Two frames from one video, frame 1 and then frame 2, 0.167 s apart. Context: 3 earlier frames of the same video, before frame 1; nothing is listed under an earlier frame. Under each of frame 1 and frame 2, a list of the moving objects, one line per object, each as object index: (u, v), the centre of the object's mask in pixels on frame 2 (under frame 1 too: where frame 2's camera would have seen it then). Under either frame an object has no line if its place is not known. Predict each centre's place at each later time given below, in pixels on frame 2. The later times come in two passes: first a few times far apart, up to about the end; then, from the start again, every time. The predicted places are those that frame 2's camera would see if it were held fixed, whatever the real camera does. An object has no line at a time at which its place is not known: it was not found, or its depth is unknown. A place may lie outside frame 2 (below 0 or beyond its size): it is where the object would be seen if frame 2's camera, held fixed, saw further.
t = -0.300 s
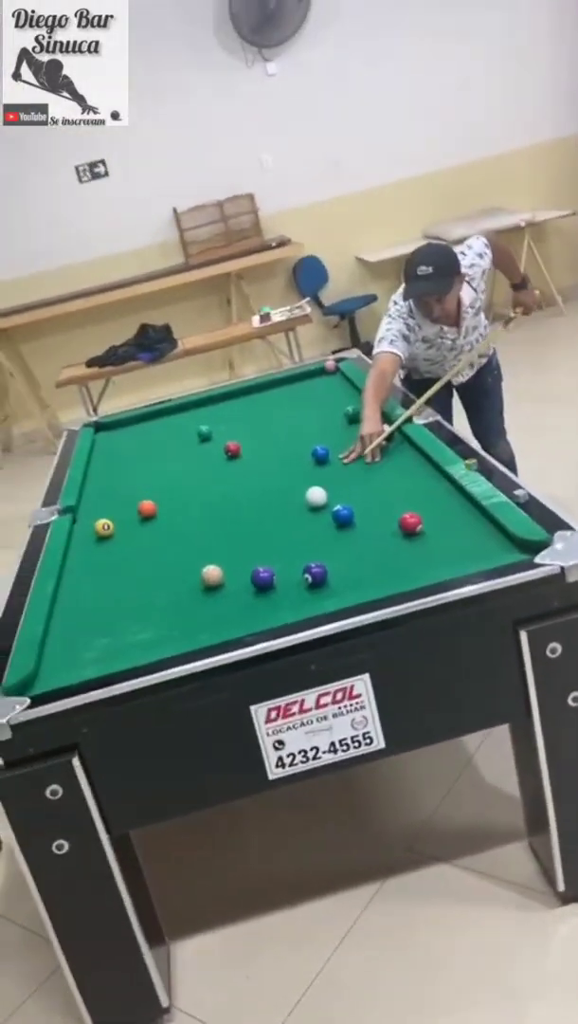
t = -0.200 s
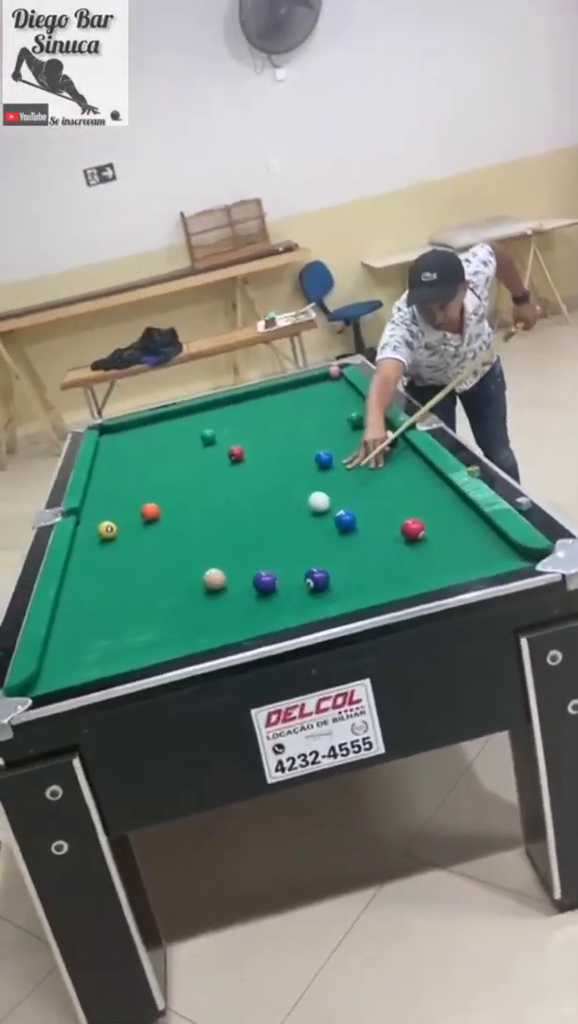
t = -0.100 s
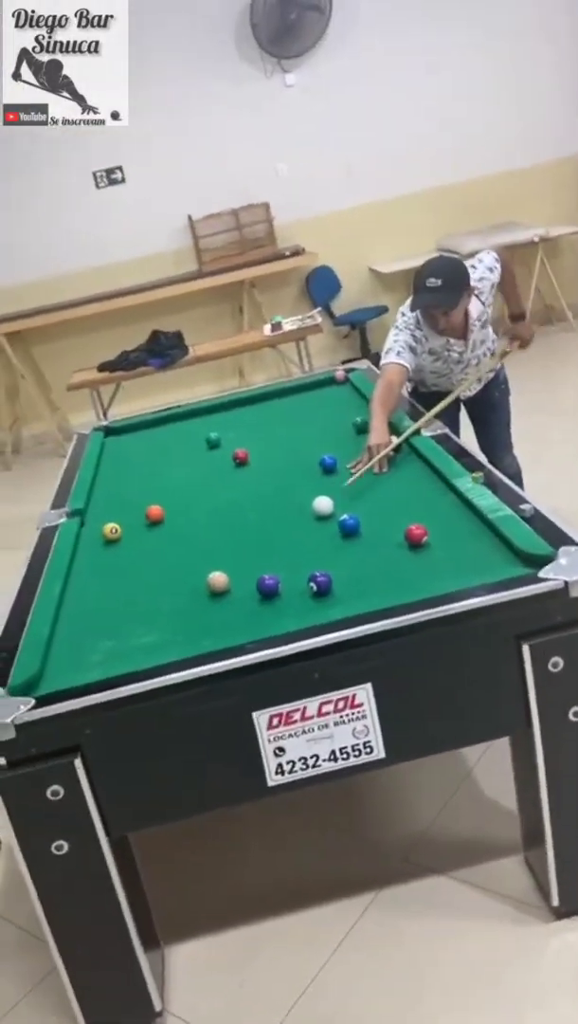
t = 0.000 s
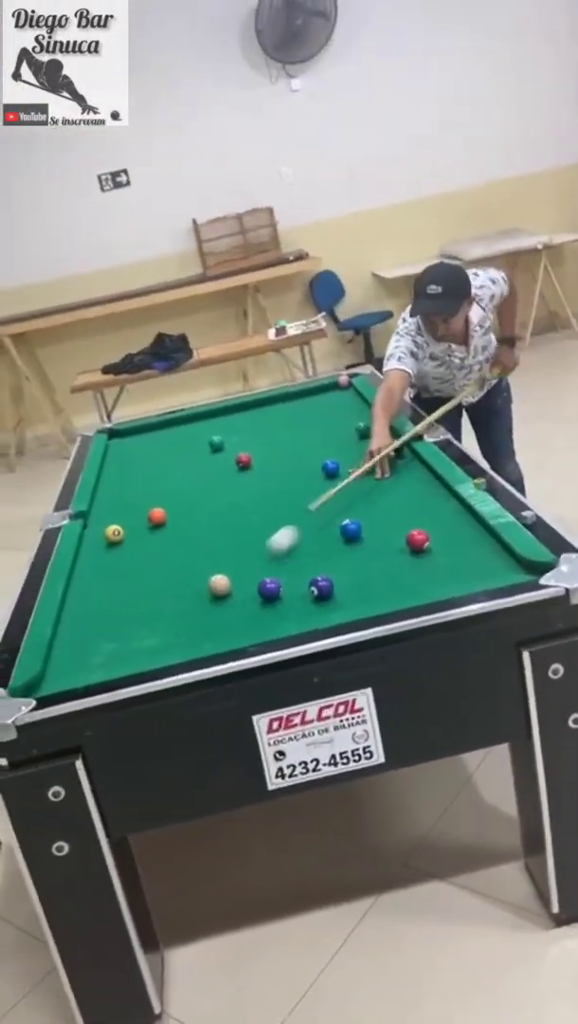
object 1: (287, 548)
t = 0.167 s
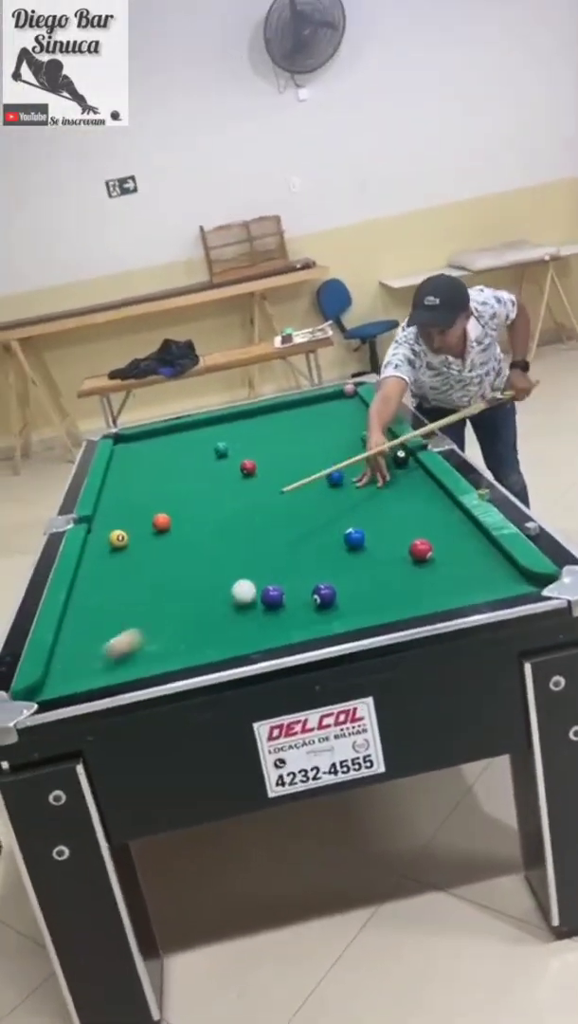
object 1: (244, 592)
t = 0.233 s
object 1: (242, 602)
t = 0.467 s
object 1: (210, 638)
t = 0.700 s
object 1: (185, 616)
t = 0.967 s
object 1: (162, 595)
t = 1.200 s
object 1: (145, 578)
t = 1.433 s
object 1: (130, 564)
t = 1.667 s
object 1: (117, 552)
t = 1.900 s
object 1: (103, 546)
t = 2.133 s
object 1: (95, 543)
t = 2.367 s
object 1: (105, 538)
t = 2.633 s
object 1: (114, 533)
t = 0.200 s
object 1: (243, 597)
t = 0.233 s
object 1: (242, 602)
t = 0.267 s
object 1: (239, 608)
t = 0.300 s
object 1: (235, 615)
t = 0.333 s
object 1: (230, 623)
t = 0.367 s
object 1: (225, 630)
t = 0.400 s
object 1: (219, 637)
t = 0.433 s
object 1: (213, 641)
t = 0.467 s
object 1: (210, 638)
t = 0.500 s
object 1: (206, 635)
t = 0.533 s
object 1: (203, 632)
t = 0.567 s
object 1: (199, 628)
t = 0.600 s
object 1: (196, 625)
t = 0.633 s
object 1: (192, 622)
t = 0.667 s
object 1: (189, 619)
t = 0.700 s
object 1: (185, 616)
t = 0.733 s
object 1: (182, 613)
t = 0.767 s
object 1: (179, 610)
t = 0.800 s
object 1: (176, 607)
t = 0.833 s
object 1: (173, 605)
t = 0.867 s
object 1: (170, 602)
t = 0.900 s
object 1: (168, 599)
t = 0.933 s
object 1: (165, 597)
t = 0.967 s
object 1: (162, 595)
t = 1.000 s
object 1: (159, 592)
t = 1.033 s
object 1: (157, 590)
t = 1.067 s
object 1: (154, 587)
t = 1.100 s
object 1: (152, 585)
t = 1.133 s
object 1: (149, 583)
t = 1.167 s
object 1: (147, 580)
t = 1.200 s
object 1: (145, 578)
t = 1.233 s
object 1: (142, 576)
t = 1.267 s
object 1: (140, 574)
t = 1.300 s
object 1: (138, 572)
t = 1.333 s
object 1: (136, 570)
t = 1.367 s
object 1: (134, 568)
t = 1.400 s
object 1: (132, 566)
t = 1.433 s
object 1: (130, 564)
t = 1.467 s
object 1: (128, 562)
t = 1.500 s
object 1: (126, 561)
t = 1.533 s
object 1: (124, 559)
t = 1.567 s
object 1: (123, 557)
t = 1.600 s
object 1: (121, 555)
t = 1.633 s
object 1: (119, 554)
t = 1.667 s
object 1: (117, 552)
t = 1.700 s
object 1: (115, 551)
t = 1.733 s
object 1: (113, 549)
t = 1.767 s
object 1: (112, 548)
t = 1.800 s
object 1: (110, 546)
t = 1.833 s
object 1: (107, 546)
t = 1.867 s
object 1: (105, 546)
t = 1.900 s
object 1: (103, 546)
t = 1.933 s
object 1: (100, 545)
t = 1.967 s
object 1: (98, 545)
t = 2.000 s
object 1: (96, 545)
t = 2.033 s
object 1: (94, 545)
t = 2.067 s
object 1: (92, 544)
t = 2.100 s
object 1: (94, 543)
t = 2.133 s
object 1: (95, 543)
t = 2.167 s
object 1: (97, 542)
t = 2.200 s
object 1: (98, 541)
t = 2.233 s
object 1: (99, 541)
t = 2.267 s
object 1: (101, 540)
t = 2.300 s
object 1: (103, 539)
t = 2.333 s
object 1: (104, 538)
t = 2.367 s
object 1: (105, 538)
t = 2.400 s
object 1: (106, 537)
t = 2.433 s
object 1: (108, 536)
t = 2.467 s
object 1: (109, 536)
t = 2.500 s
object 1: (110, 535)
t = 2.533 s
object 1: (111, 535)
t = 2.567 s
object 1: (112, 534)
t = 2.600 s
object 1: (114, 534)
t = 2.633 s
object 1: (114, 533)
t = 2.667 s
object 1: (115, 533)
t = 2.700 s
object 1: (116, 532)
